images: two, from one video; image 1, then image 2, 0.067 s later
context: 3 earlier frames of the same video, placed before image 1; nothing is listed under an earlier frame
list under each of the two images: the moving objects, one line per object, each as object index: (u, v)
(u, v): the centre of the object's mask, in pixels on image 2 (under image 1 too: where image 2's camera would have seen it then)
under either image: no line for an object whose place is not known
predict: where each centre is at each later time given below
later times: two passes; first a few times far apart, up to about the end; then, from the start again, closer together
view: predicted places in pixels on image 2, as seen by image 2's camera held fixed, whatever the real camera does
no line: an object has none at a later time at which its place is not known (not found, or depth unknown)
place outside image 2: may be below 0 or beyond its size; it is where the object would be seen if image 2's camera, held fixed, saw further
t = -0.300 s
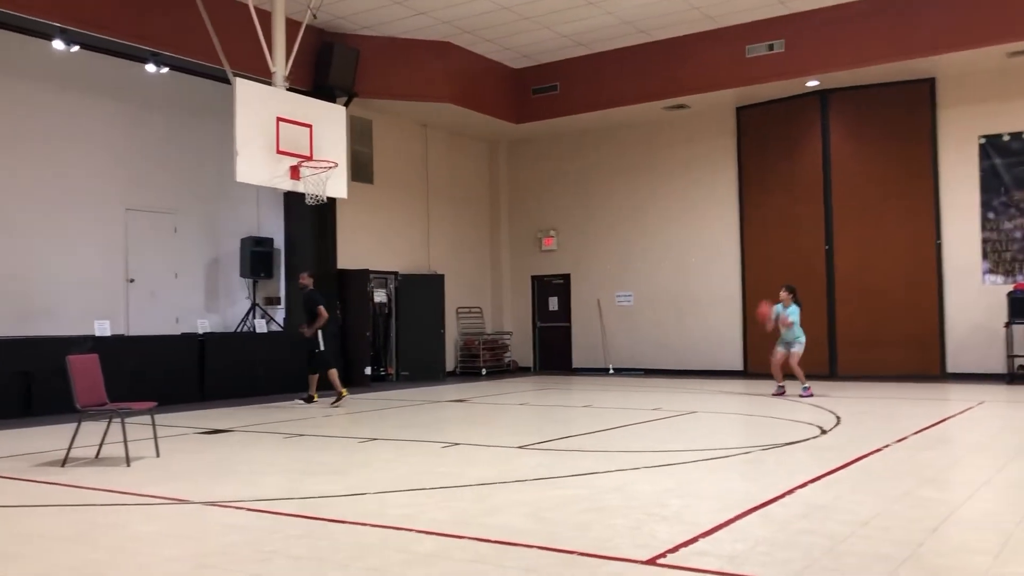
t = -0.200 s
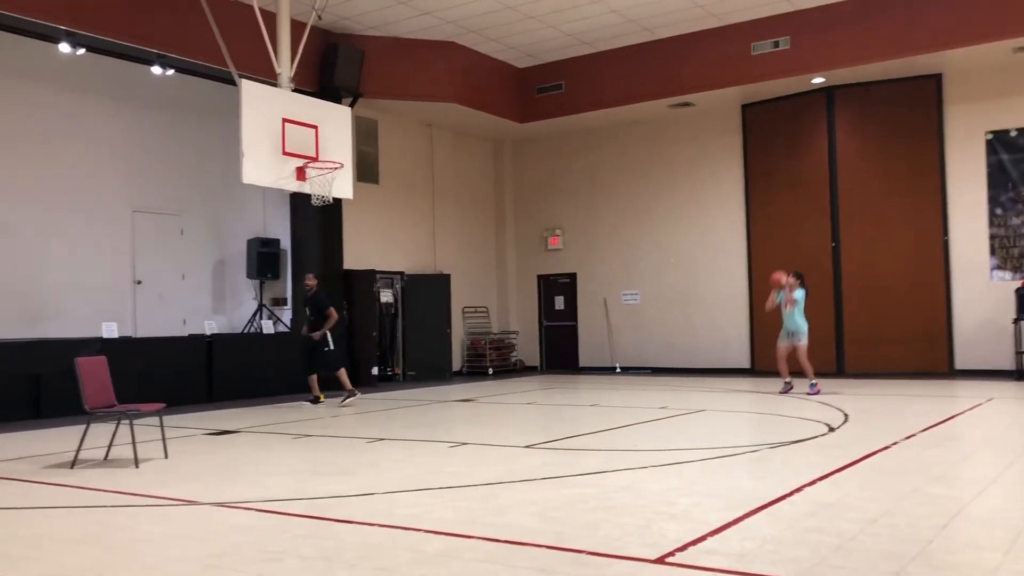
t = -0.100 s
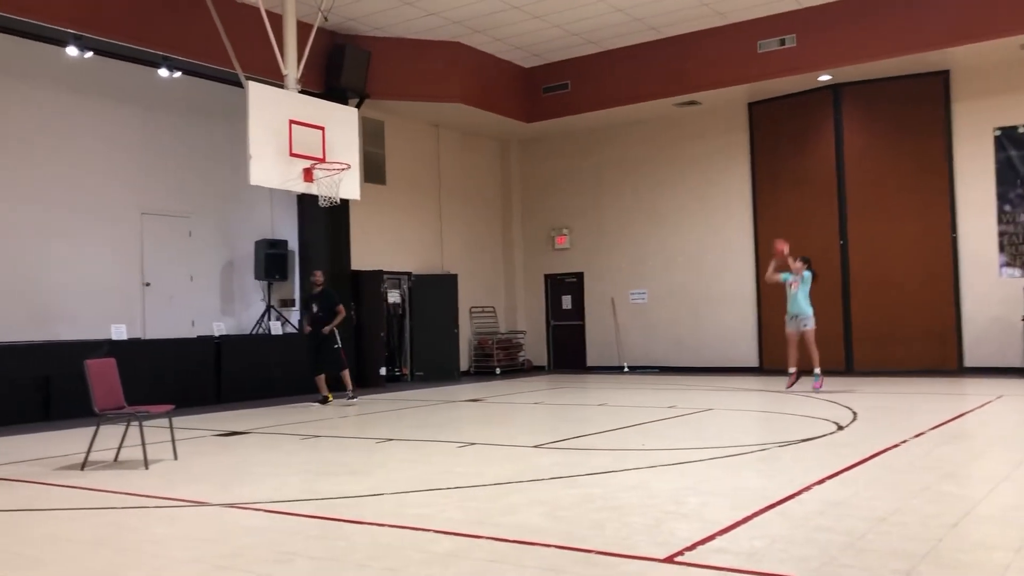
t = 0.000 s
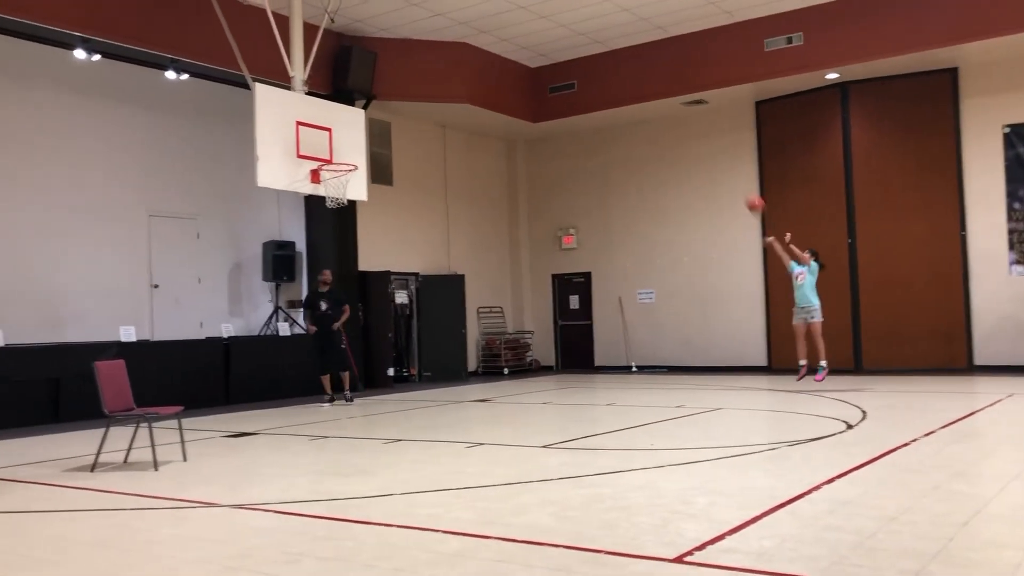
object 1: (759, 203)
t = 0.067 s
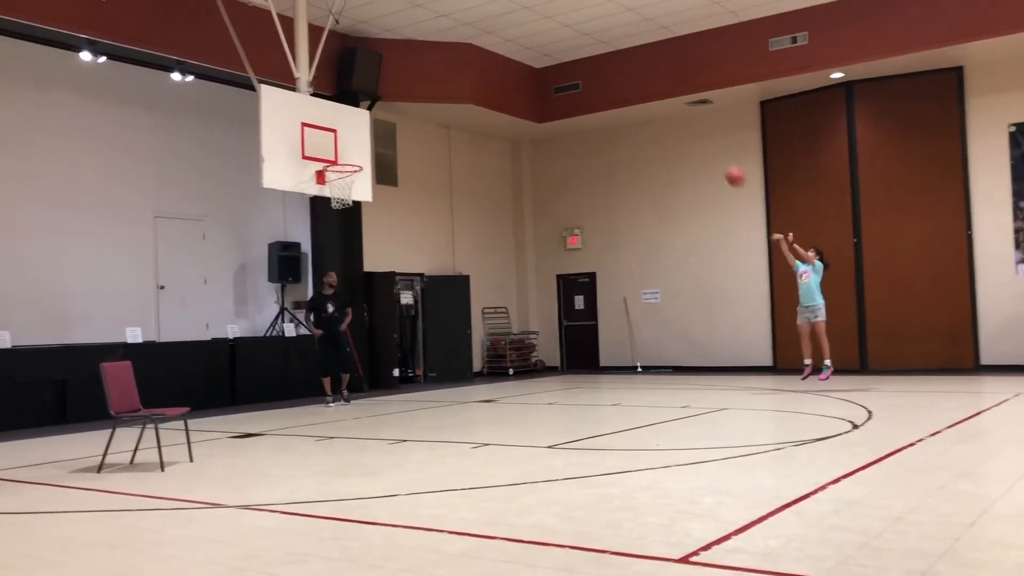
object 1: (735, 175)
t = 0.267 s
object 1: (660, 113)
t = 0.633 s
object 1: (530, 73)
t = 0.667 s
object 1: (517, 74)
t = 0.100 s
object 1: (722, 163)
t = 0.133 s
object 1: (710, 151)
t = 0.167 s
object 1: (698, 141)
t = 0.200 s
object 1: (686, 131)
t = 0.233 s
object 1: (673, 122)
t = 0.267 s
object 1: (660, 113)
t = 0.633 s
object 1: (530, 73)
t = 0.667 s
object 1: (517, 74)
